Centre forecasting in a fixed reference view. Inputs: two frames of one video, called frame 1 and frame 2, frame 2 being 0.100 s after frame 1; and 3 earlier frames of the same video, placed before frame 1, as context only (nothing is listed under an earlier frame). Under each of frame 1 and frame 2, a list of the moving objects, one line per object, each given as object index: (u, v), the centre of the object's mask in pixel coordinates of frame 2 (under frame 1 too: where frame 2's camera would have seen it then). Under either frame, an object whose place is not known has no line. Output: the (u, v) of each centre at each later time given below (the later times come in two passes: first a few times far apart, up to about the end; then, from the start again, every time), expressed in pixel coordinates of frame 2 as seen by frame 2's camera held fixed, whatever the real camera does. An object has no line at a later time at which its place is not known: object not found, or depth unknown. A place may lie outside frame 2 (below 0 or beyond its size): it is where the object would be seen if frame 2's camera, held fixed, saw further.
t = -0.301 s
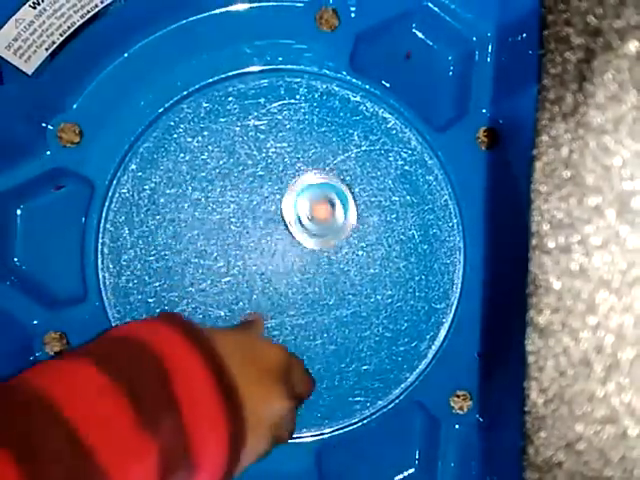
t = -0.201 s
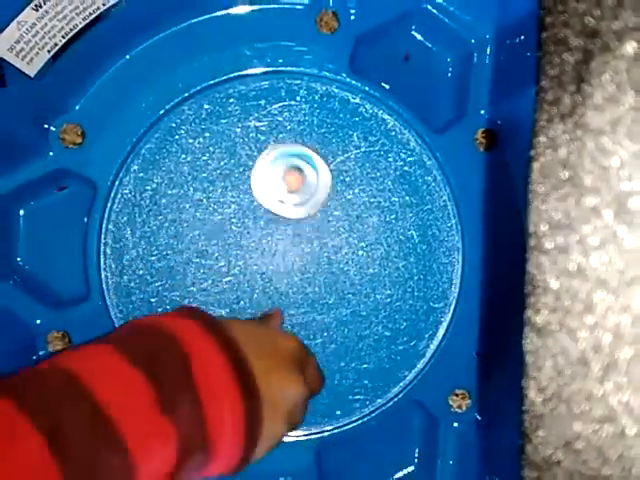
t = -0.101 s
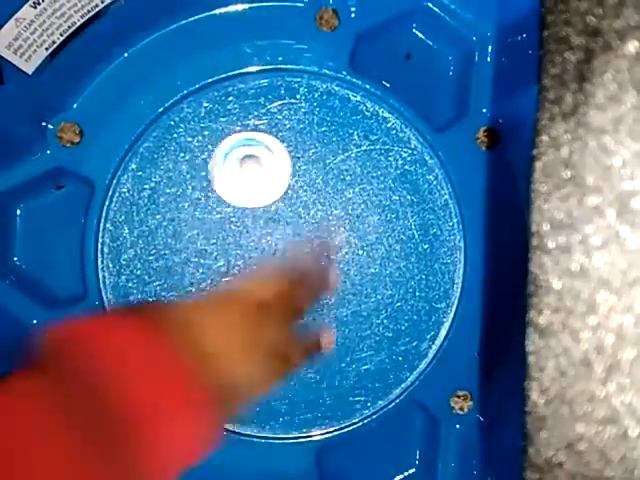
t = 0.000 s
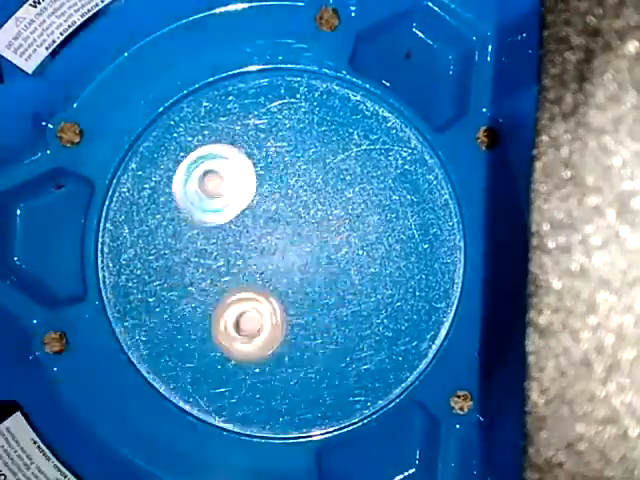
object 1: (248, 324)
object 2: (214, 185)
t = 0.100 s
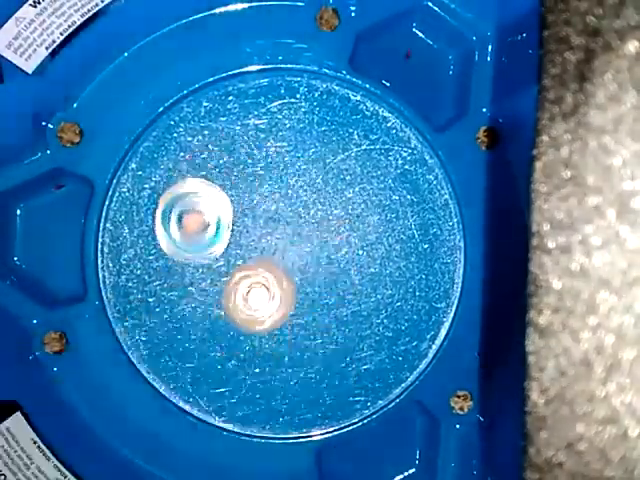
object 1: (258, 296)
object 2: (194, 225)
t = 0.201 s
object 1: (280, 271)
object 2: (201, 265)
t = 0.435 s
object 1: (334, 252)
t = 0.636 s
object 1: (405, 259)
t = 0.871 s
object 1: (449, 385)
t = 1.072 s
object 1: (286, 420)
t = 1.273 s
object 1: (222, 325)
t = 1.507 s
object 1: (255, 320)
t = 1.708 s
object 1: (263, 317)
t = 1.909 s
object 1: (280, 298)
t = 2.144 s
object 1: (306, 285)
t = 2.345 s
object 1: (324, 282)
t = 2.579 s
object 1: (317, 283)
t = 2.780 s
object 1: (309, 276)
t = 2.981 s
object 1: (309, 258)
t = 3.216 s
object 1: (314, 262)
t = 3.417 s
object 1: (328, 332)
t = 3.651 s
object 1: (269, 325)
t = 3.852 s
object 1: (209, 389)
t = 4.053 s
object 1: (222, 370)
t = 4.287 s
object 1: (290, 317)
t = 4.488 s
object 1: (347, 311)
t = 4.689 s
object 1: (354, 323)
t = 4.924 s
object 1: (321, 310)
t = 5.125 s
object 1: (167, 416)
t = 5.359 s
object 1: (107, 396)
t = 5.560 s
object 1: (160, 346)
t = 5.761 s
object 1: (245, 293)
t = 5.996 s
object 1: (274, 282)
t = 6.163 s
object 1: (272, 287)
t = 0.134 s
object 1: (265, 288)
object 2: (193, 240)
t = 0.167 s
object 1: (272, 277)
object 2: (196, 258)
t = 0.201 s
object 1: (280, 271)
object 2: (201, 265)
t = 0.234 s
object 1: (289, 264)
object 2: (205, 276)
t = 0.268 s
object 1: (297, 259)
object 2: (213, 287)
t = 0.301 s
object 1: (304, 255)
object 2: (223, 296)
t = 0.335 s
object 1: (313, 252)
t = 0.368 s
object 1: (321, 250)
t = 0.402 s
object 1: (327, 251)
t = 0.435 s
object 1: (334, 252)
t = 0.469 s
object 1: (343, 251)
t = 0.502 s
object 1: (362, 245)
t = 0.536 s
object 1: (378, 244)
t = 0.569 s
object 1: (390, 246)
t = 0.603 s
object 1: (400, 251)
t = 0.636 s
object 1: (405, 259)
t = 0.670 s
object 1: (408, 266)
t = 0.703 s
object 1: (407, 275)
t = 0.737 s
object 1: (403, 283)
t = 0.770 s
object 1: (397, 291)
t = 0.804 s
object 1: (389, 297)
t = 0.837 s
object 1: (426, 342)
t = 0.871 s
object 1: (449, 385)
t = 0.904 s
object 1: (455, 418)
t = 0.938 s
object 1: (419, 423)
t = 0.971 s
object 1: (382, 427)
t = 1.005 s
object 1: (353, 430)
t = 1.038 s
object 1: (319, 430)
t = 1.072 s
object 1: (286, 420)
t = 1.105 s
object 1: (256, 396)
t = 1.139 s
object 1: (233, 367)
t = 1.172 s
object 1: (226, 358)
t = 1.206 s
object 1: (222, 353)
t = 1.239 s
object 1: (219, 342)
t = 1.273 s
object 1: (222, 325)
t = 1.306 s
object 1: (229, 319)
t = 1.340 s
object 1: (236, 317)
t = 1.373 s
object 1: (243, 318)
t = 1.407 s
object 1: (247, 316)
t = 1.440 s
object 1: (251, 319)
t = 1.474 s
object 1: (254, 320)
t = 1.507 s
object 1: (255, 320)
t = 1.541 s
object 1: (256, 321)
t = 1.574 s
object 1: (258, 322)
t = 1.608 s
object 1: (259, 321)
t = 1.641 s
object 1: (261, 320)
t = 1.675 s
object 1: (262, 318)
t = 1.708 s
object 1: (263, 317)
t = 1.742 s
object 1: (264, 318)
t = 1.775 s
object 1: (266, 312)
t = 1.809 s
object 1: (270, 308)
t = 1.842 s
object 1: (272, 305)
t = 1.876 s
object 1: (276, 301)
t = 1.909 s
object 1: (280, 298)
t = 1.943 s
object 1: (283, 296)
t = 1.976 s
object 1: (286, 293)
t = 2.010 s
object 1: (290, 289)
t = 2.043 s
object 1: (294, 287)
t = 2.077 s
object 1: (299, 286)
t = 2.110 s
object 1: (303, 284)
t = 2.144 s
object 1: (306, 285)
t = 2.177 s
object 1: (311, 282)
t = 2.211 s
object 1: (314, 280)
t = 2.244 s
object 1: (318, 280)
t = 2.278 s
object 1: (321, 280)
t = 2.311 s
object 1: (323, 281)
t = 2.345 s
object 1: (324, 282)
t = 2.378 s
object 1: (324, 282)
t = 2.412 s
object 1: (323, 283)
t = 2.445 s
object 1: (322, 282)
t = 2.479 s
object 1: (319, 281)
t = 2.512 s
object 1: (319, 282)
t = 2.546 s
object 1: (318, 284)
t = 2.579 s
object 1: (317, 283)
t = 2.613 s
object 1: (316, 288)
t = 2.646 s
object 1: (314, 286)
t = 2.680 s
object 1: (313, 285)
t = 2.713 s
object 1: (312, 281)
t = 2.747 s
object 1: (310, 278)
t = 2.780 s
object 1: (309, 276)
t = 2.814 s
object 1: (309, 273)
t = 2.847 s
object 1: (307, 268)
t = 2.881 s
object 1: (307, 265)
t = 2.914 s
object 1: (306, 261)
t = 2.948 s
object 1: (307, 258)
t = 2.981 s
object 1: (309, 258)
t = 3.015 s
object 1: (311, 259)
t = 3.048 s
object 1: (313, 260)
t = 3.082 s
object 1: (315, 260)
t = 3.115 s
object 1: (315, 261)
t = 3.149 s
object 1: (316, 261)
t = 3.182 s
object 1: (315, 261)
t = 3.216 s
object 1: (314, 262)
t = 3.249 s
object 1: (314, 264)
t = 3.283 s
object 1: (325, 283)
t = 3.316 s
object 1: (333, 300)
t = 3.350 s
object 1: (335, 314)
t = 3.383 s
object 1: (333, 324)
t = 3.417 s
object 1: (328, 332)
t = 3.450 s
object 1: (321, 337)
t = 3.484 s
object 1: (312, 341)
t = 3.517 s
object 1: (304, 342)
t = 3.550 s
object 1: (293, 341)
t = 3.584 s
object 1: (284, 338)
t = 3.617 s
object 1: (276, 332)
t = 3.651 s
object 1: (269, 325)
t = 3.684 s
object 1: (261, 320)
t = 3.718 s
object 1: (255, 319)
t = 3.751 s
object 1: (248, 322)
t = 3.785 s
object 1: (231, 350)
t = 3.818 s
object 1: (217, 373)
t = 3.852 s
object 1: (209, 389)
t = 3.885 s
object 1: (205, 394)
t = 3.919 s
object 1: (205, 393)
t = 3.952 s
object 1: (207, 390)
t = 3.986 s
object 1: (210, 384)
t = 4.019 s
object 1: (215, 377)
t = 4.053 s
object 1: (222, 370)
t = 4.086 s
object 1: (230, 362)
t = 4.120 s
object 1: (237, 354)
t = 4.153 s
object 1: (248, 346)
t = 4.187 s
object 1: (258, 338)
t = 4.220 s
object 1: (269, 332)
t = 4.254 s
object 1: (278, 325)
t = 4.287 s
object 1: (290, 317)
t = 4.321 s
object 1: (302, 313)
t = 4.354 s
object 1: (314, 309)
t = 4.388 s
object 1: (323, 307)
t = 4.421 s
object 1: (332, 308)
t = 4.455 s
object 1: (339, 308)
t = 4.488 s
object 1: (347, 311)
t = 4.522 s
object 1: (352, 312)
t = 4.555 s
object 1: (355, 315)
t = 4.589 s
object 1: (357, 318)
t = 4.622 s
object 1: (358, 321)
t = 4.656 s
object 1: (357, 323)
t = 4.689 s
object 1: (354, 323)
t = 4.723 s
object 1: (351, 321)
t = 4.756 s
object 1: (346, 321)
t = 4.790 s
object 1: (341, 323)
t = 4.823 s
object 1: (337, 322)
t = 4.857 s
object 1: (332, 320)
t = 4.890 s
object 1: (325, 316)
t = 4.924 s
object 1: (321, 310)
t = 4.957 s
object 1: (317, 304)
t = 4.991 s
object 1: (312, 297)
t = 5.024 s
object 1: (279, 330)
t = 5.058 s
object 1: (238, 370)
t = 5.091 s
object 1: (195, 403)
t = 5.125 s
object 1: (167, 416)
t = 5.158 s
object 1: (150, 420)
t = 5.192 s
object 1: (141, 418)
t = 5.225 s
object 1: (135, 416)
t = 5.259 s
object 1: (125, 416)
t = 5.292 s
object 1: (116, 412)
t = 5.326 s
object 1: (110, 404)
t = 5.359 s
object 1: (107, 396)
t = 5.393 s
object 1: (108, 387)
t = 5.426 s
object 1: (113, 378)
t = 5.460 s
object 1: (121, 371)
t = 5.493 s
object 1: (130, 364)
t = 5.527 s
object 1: (144, 355)
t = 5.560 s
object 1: (160, 346)
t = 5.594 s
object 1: (179, 337)
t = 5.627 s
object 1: (193, 327)
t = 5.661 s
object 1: (208, 319)
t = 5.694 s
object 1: (221, 309)
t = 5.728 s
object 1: (235, 300)
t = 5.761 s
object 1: (245, 293)
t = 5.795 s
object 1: (254, 289)
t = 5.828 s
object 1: (261, 284)
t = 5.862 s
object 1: (266, 281)
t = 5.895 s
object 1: (270, 279)
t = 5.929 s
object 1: (272, 279)
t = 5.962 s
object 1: (273, 281)
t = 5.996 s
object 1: (274, 282)
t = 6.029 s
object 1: (274, 283)
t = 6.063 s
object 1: (274, 283)
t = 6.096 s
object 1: (273, 284)
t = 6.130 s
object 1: (272, 286)
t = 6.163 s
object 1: (272, 287)
